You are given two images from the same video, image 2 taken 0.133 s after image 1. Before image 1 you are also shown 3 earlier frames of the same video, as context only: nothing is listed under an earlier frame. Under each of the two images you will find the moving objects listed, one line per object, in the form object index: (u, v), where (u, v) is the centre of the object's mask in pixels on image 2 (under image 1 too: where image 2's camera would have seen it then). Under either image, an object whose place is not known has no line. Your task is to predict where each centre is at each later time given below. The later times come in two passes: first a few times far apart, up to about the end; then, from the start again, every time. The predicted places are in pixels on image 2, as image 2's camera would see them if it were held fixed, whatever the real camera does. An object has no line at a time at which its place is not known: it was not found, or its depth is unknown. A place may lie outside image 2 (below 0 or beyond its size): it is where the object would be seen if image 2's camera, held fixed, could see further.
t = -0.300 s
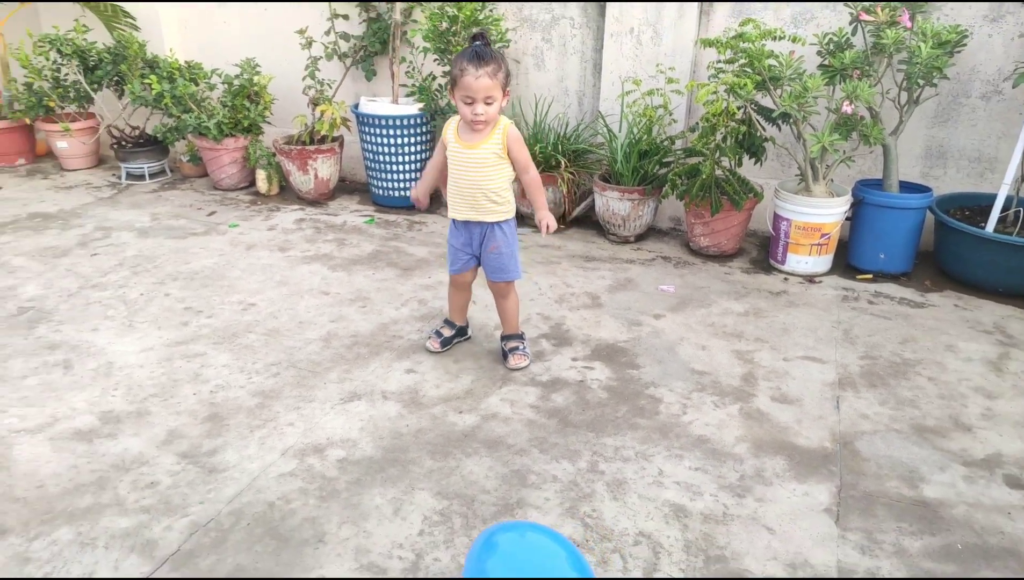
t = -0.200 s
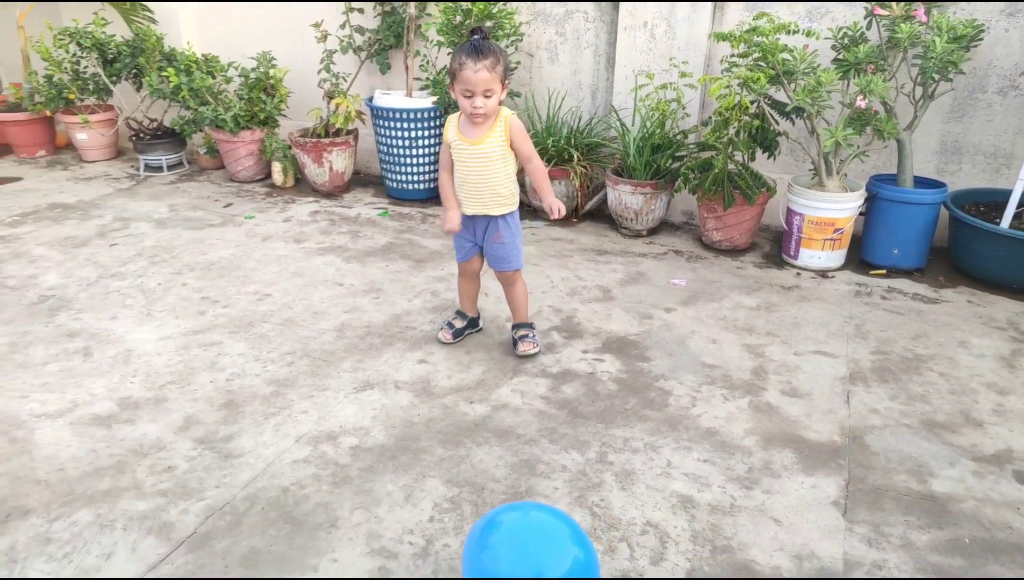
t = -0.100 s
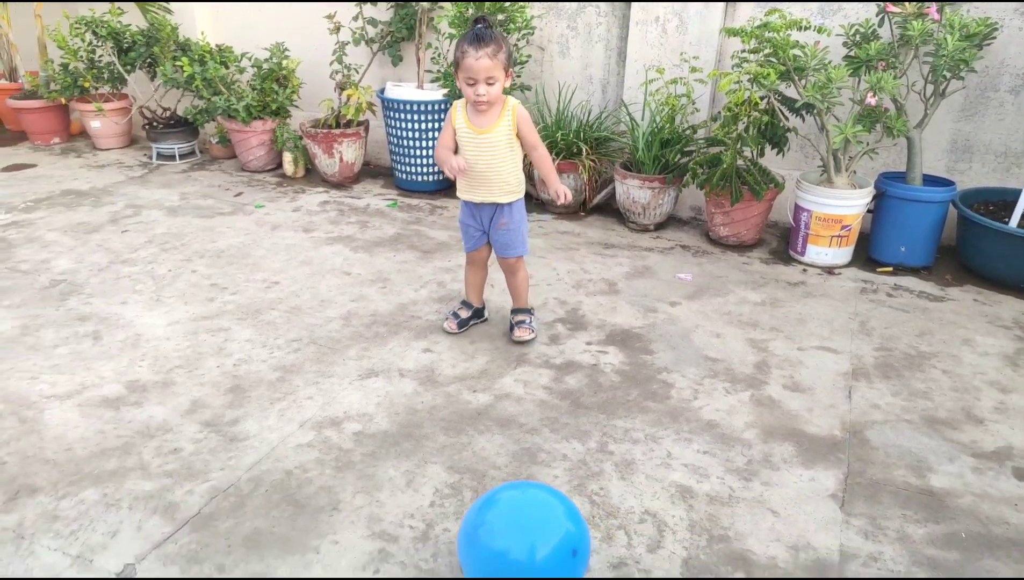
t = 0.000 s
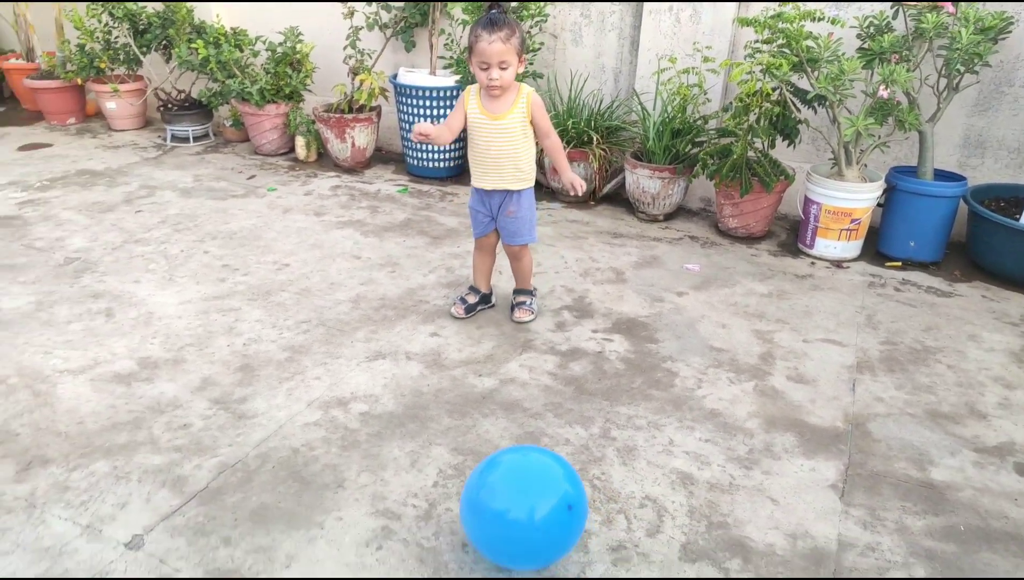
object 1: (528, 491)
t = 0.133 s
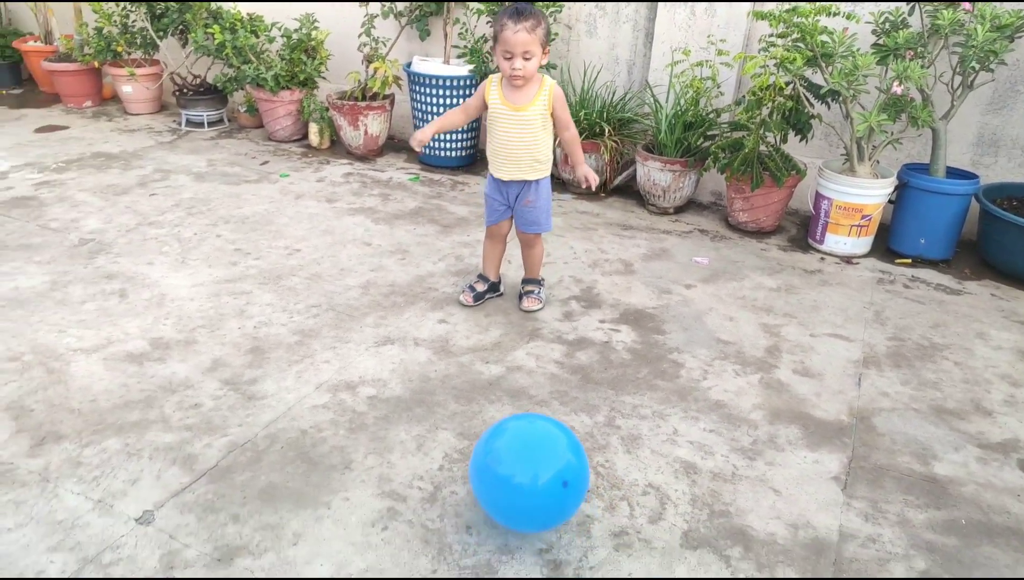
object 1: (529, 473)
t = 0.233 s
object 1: (531, 462)
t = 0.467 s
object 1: (544, 428)
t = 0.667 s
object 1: (562, 391)
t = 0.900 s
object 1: (587, 360)
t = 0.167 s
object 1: (530, 469)
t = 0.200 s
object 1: (530, 465)
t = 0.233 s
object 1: (531, 462)
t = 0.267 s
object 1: (532, 458)
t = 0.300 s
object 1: (533, 455)
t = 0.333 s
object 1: (535, 450)
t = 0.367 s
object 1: (537, 443)
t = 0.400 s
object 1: (539, 438)
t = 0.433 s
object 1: (542, 433)
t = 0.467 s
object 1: (544, 428)
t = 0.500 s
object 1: (546, 423)
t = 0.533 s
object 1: (550, 419)
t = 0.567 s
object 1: (553, 412)
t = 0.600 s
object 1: (556, 404)
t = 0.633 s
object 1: (559, 397)
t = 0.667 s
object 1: (562, 391)
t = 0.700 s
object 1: (565, 384)
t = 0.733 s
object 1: (569, 379)
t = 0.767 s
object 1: (573, 374)
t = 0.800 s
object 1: (577, 370)
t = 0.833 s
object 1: (580, 366)
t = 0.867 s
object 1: (583, 363)
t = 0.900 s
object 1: (587, 360)
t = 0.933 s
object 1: (591, 358)
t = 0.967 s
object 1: (594, 356)
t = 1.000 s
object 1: (597, 355)
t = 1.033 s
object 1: (601, 354)
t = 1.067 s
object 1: (604, 353)
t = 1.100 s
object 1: (607, 353)
